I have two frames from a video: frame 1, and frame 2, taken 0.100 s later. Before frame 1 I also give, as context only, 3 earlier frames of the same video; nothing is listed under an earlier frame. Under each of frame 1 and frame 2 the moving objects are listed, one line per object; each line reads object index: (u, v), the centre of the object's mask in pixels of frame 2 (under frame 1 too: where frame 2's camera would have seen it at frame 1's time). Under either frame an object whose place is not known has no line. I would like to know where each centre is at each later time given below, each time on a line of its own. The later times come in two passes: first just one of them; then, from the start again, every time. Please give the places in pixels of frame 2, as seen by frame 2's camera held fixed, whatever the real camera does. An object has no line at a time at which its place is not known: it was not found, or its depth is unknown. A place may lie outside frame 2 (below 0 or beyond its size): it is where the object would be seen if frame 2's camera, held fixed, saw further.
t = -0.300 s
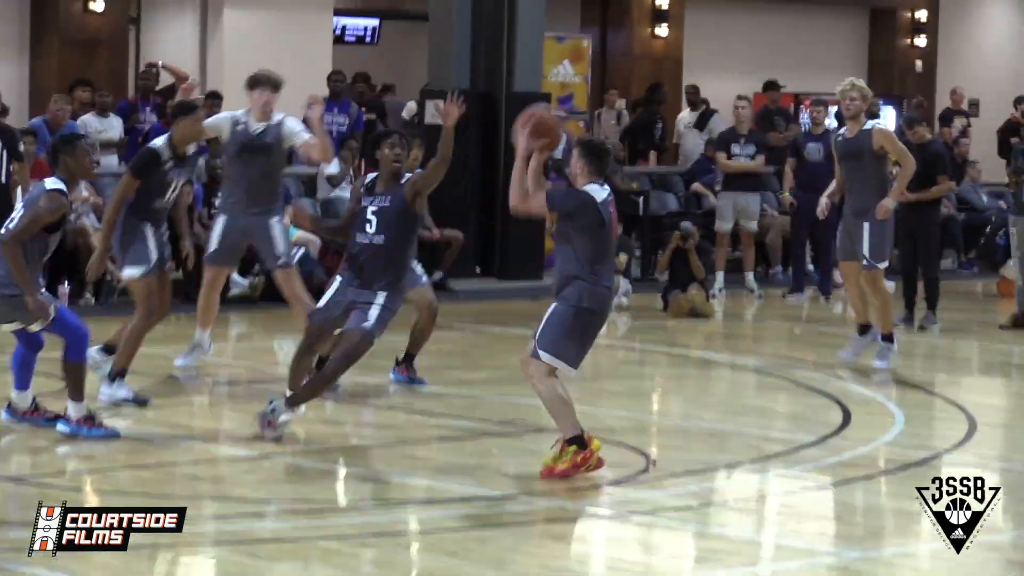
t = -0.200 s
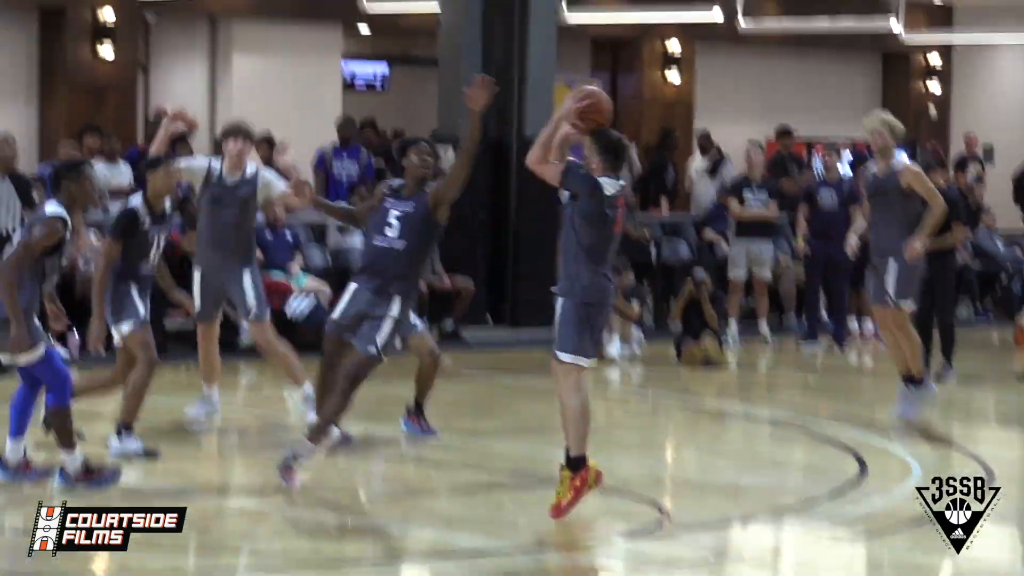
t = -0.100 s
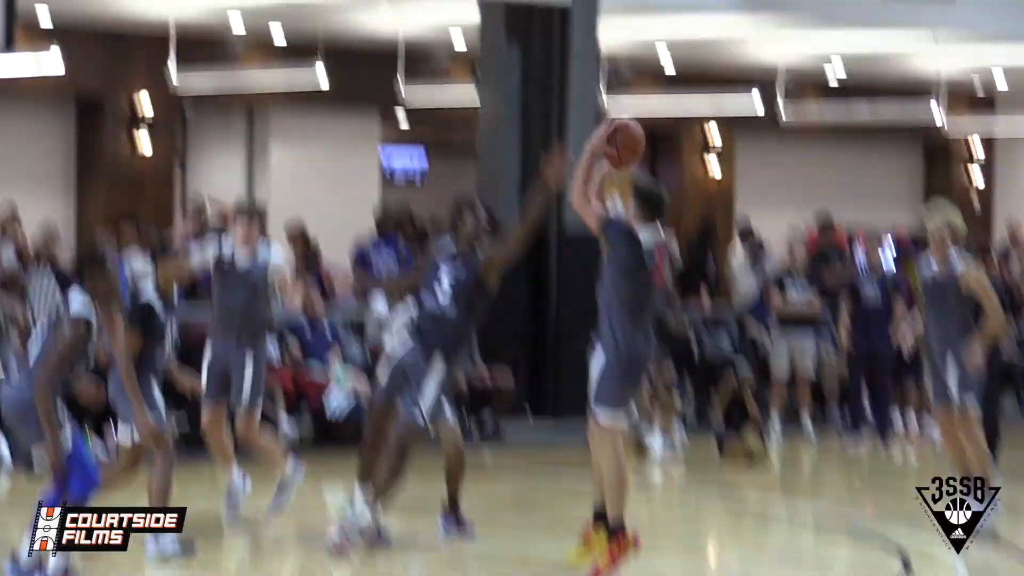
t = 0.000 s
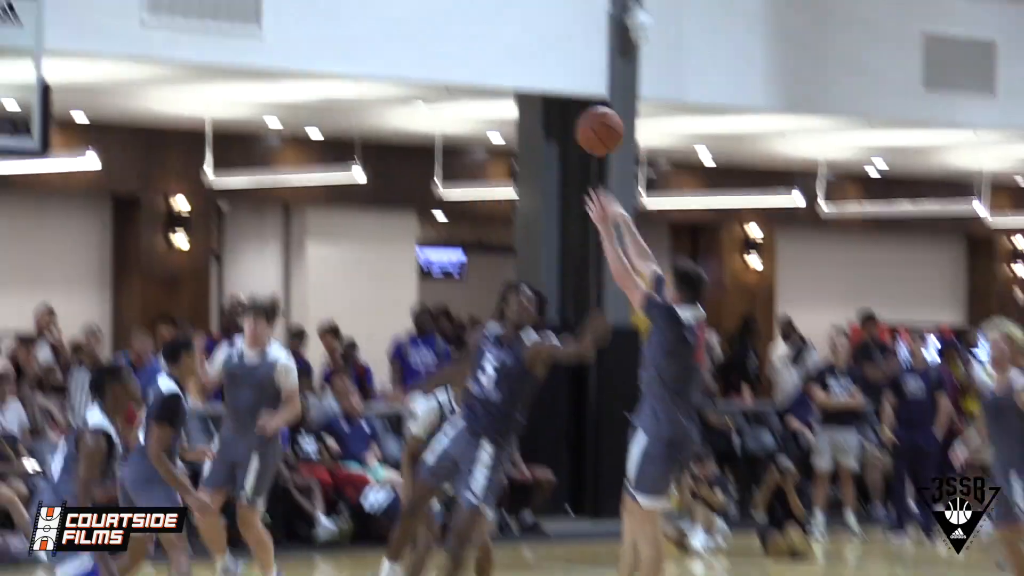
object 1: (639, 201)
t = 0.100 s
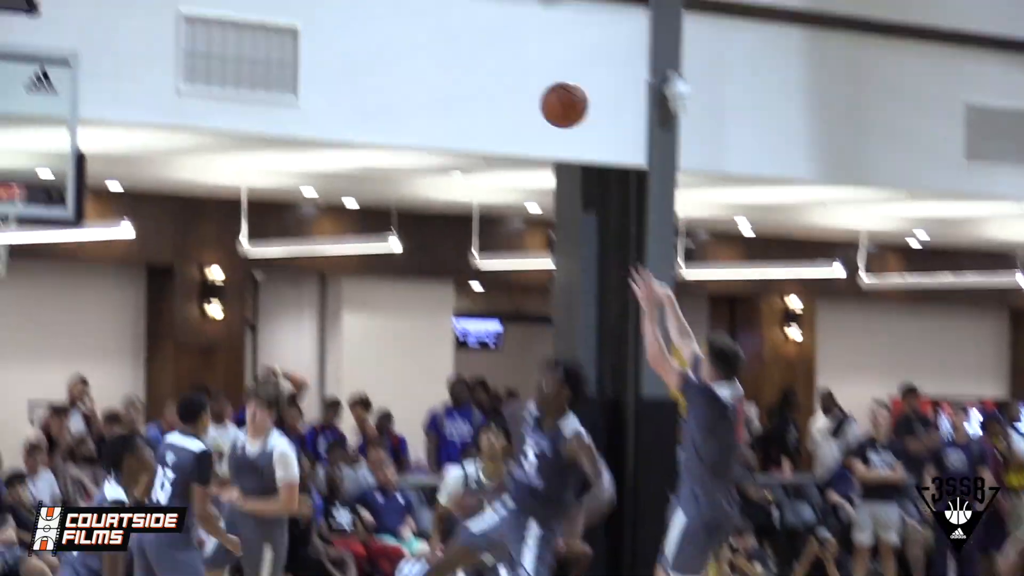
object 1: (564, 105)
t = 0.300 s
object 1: (425, -20)
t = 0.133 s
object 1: (540, 78)
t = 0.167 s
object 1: (516, 54)
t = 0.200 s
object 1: (493, 32)
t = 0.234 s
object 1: (470, 12)
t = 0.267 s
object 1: (447, -5)
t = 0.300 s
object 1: (425, -20)
